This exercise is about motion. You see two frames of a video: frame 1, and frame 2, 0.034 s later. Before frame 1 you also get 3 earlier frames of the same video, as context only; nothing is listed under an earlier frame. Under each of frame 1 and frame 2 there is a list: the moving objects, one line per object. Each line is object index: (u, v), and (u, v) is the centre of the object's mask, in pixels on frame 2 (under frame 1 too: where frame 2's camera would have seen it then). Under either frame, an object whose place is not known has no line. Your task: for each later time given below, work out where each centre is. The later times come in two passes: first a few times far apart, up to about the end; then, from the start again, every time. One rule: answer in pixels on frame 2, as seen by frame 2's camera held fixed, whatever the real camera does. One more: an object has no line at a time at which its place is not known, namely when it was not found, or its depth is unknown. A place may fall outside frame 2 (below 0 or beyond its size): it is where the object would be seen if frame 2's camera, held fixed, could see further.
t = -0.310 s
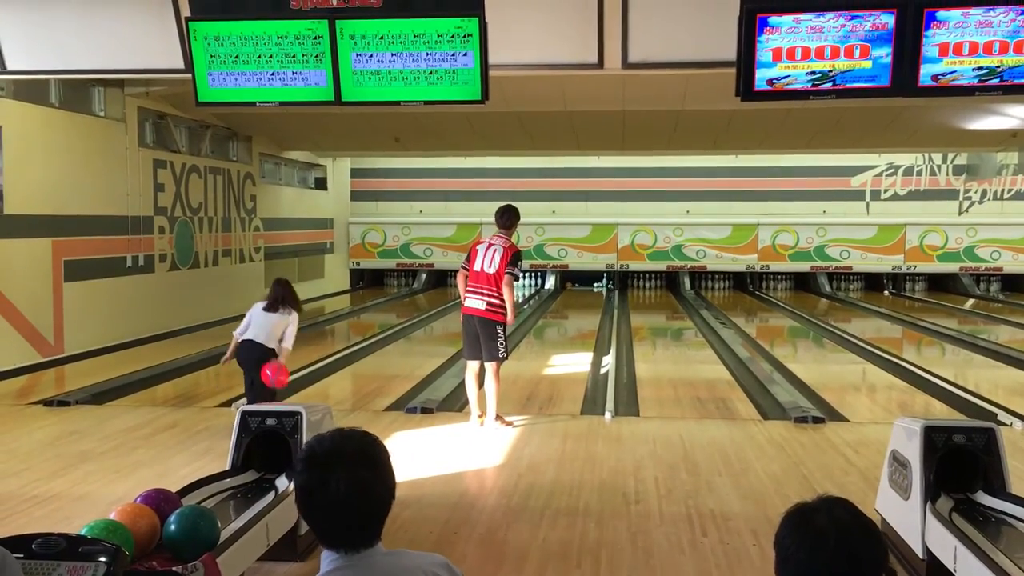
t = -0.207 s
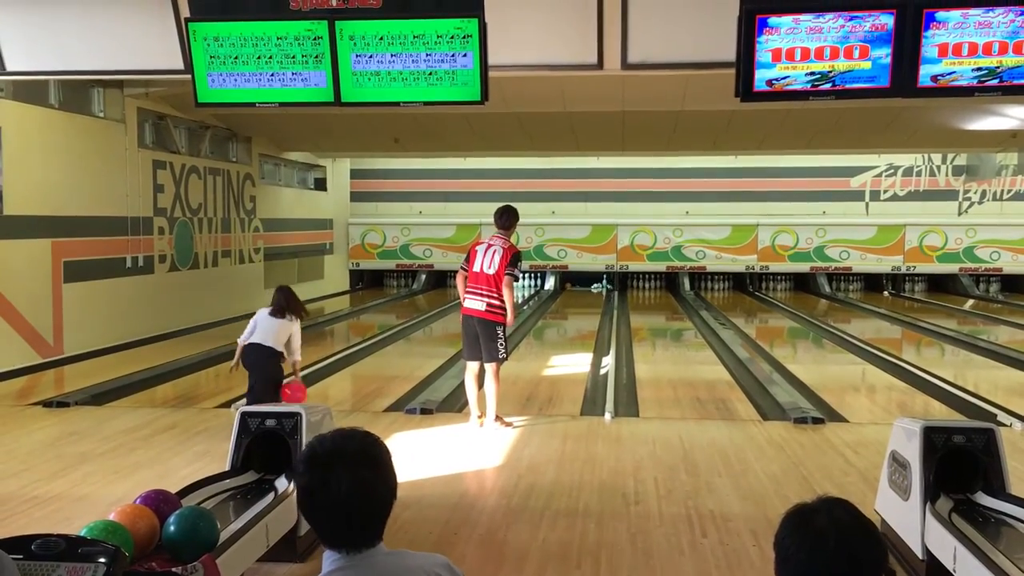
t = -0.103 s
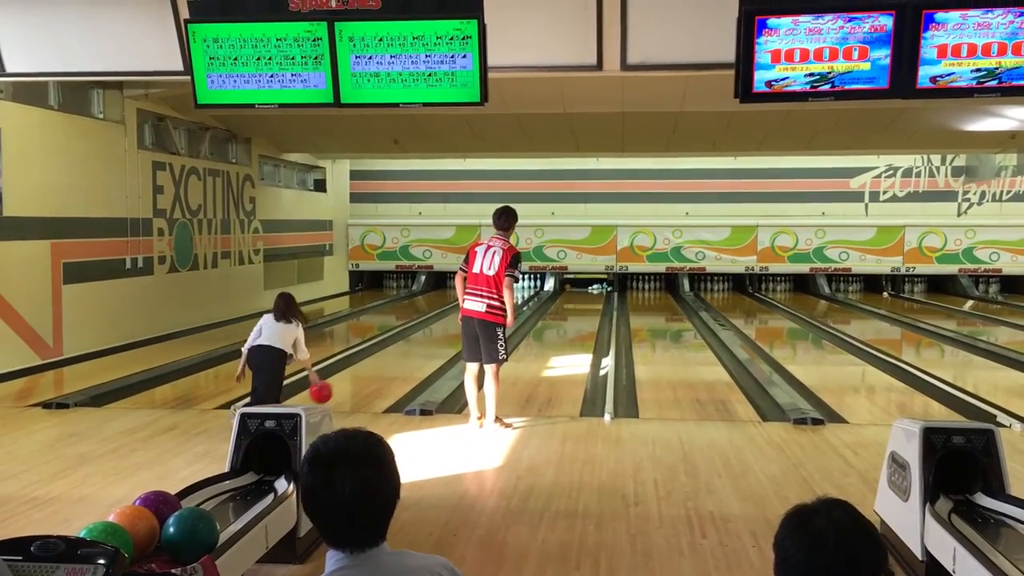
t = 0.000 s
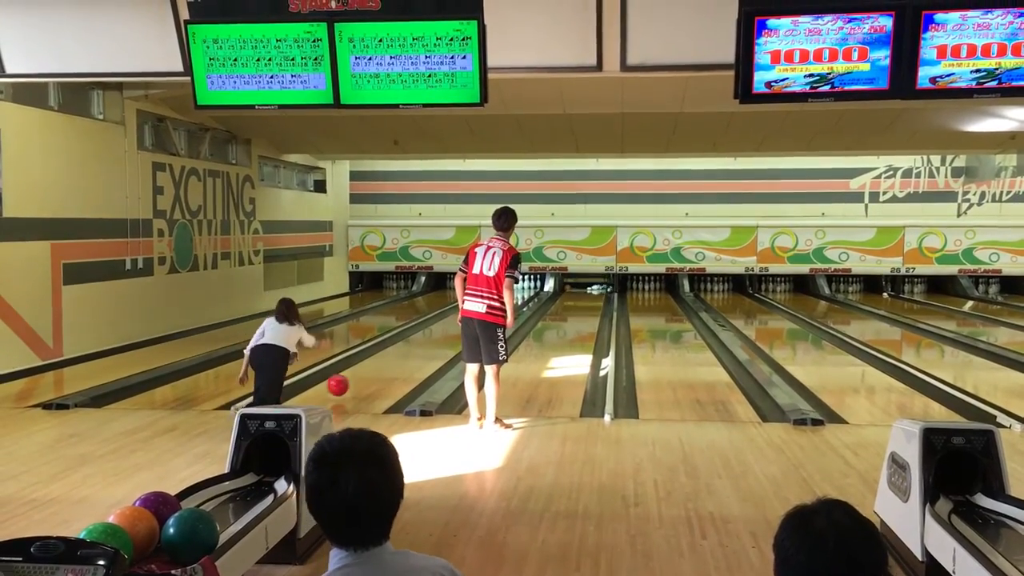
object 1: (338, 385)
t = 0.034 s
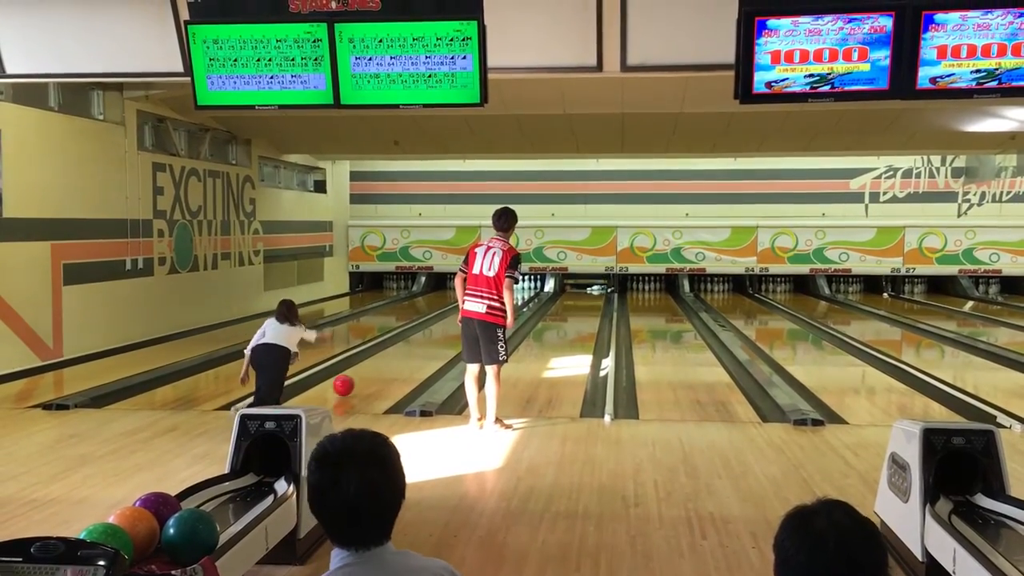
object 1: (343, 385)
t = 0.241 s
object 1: (371, 370)
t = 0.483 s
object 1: (397, 355)
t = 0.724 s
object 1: (419, 343)
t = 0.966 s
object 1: (440, 334)
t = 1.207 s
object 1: (455, 326)
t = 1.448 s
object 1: (467, 320)
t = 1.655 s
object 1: (476, 315)
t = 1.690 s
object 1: (477, 315)
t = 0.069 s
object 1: (349, 382)
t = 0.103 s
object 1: (353, 379)
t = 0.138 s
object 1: (358, 376)
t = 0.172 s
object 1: (362, 375)
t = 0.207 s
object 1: (367, 372)
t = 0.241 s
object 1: (371, 370)
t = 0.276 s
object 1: (375, 367)
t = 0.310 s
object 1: (379, 365)
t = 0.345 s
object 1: (383, 363)
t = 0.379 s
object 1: (387, 361)
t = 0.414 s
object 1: (391, 359)
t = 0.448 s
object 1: (394, 357)
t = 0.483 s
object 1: (397, 355)
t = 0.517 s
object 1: (401, 353)
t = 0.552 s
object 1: (404, 351)
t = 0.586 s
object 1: (408, 350)
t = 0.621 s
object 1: (411, 348)
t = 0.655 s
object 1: (413, 347)
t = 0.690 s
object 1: (416, 345)
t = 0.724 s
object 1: (419, 343)
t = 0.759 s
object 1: (422, 342)
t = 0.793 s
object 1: (425, 341)
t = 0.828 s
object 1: (428, 340)
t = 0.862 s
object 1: (430, 339)
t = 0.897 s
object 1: (435, 336)
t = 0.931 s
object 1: (438, 335)
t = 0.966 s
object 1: (440, 334)
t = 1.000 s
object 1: (442, 333)
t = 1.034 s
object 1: (444, 332)
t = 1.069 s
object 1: (447, 331)
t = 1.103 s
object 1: (449, 330)
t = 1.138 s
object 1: (451, 329)
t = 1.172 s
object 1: (453, 327)
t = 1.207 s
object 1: (455, 326)
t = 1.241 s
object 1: (457, 325)
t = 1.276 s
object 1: (459, 324)
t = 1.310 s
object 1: (460, 323)
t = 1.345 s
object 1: (462, 322)
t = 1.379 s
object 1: (464, 321)
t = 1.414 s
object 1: (466, 321)
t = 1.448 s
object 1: (467, 320)
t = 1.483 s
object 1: (469, 319)
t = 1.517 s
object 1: (470, 318)
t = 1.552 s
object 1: (471, 317)
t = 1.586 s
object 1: (473, 317)
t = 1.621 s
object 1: (475, 316)
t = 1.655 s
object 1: (476, 315)
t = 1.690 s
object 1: (477, 315)
